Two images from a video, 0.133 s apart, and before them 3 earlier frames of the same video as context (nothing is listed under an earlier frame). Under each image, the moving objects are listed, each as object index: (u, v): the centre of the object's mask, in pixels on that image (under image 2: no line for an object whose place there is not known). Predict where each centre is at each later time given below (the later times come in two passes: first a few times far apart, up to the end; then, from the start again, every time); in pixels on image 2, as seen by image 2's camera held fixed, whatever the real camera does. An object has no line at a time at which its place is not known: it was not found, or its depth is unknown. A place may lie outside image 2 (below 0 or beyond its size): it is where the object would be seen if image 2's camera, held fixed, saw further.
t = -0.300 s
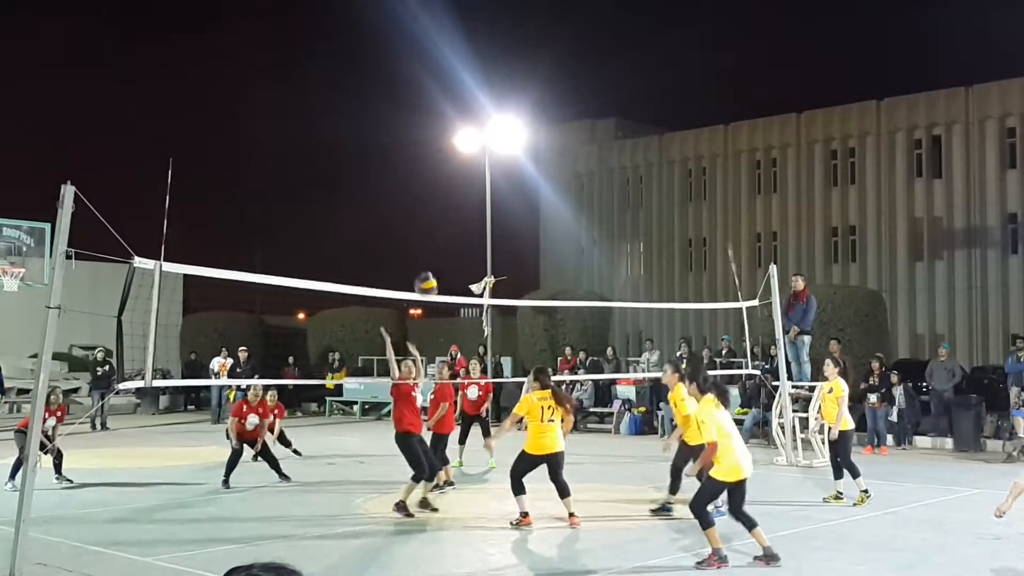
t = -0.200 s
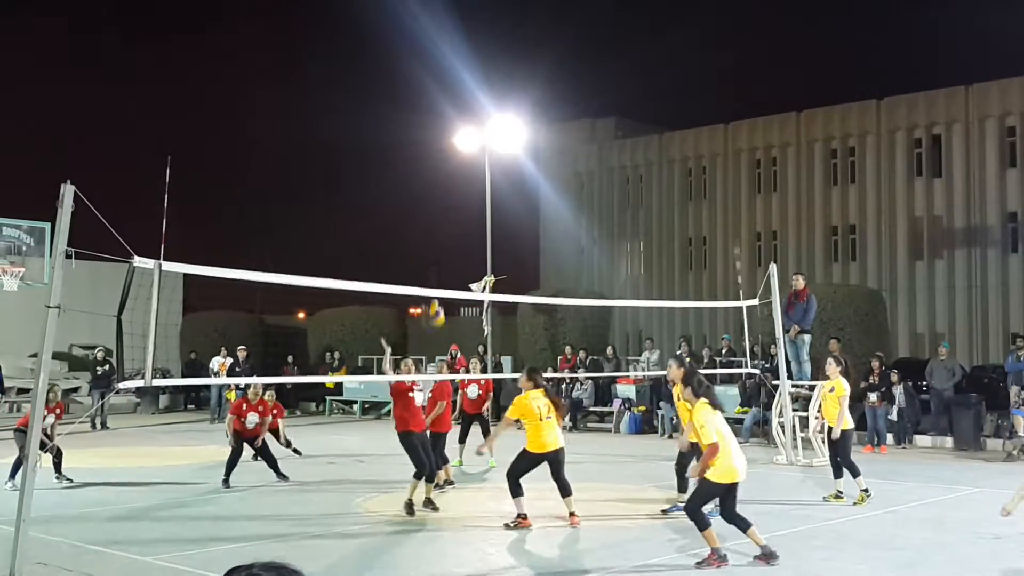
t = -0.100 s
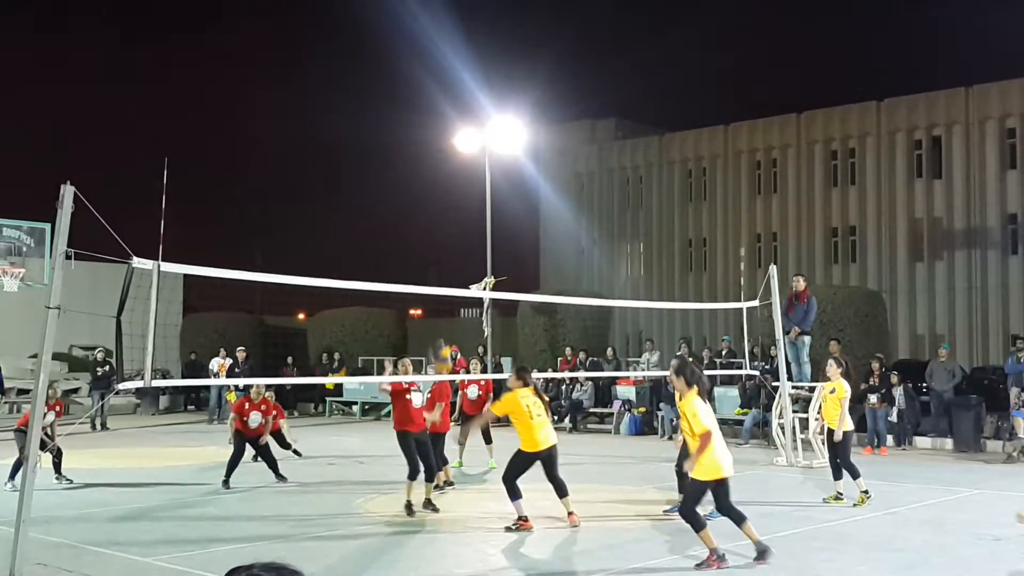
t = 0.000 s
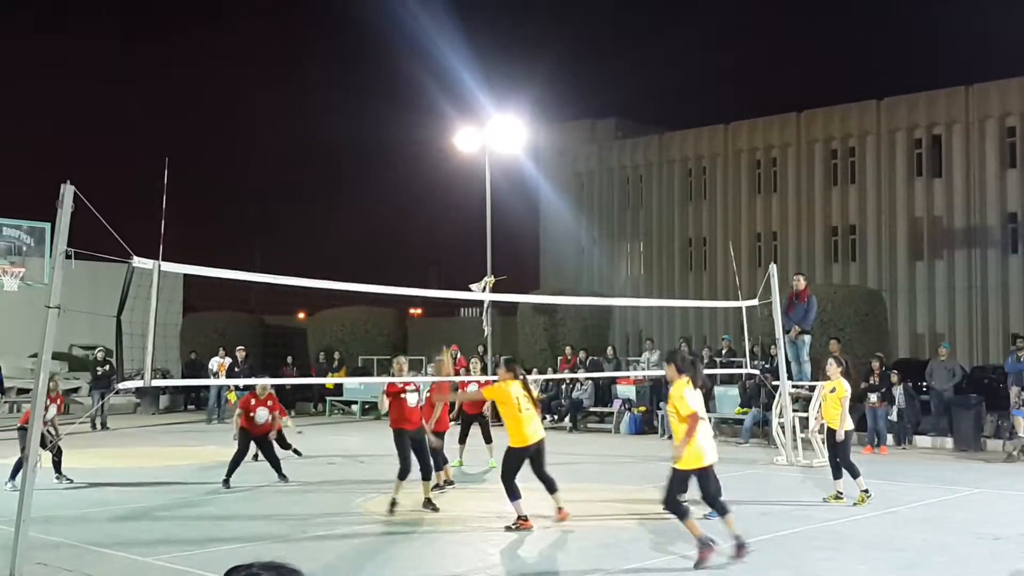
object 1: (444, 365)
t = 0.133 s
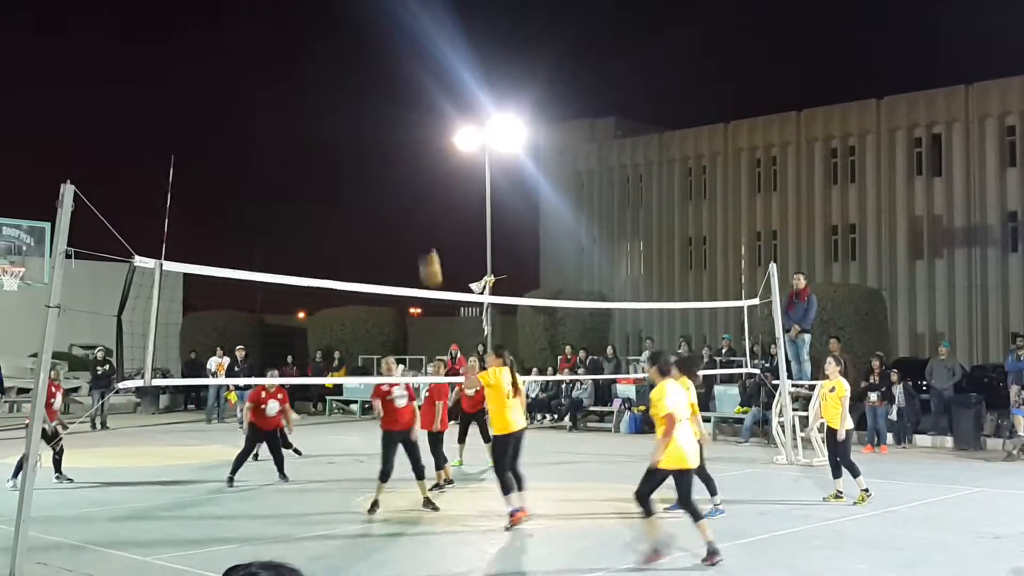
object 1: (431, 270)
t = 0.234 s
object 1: (421, 210)
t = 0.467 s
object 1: (401, 113)
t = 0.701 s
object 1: (380, 72)
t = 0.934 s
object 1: (362, 90)
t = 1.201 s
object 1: (338, 175)
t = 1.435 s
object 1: (320, 304)
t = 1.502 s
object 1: (315, 346)
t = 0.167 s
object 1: (427, 249)
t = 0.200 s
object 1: (424, 229)
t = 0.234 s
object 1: (421, 210)
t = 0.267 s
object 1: (419, 191)
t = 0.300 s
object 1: (416, 176)
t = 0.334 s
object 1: (413, 163)
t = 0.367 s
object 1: (411, 147)
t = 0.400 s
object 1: (408, 134)
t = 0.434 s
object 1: (405, 124)
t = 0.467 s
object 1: (401, 113)
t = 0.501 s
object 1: (397, 102)
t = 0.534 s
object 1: (395, 95)
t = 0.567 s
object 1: (392, 87)
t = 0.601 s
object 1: (389, 82)
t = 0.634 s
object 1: (386, 78)
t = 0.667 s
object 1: (382, 74)
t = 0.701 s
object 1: (380, 72)
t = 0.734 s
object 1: (378, 72)
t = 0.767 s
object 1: (376, 73)
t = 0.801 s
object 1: (374, 73)
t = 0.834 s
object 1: (371, 76)
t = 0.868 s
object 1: (369, 80)
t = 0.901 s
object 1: (366, 84)
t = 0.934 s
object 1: (362, 90)
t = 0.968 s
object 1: (360, 96)
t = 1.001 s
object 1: (357, 104)
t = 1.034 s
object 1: (352, 114)
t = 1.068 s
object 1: (350, 123)
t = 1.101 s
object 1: (349, 134)
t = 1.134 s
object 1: (346, 147)
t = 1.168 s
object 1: (343, 160)
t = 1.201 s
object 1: (338, 175)
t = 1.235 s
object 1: (336, 190)
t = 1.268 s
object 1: (335, 206)
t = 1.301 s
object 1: (331, 223)
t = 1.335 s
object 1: (328, 243)
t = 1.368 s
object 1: (325, 261)
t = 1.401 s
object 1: (324, 278)
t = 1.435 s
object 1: (320, 304)
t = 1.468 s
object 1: (319, 326)
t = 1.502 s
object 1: (315, 346)
